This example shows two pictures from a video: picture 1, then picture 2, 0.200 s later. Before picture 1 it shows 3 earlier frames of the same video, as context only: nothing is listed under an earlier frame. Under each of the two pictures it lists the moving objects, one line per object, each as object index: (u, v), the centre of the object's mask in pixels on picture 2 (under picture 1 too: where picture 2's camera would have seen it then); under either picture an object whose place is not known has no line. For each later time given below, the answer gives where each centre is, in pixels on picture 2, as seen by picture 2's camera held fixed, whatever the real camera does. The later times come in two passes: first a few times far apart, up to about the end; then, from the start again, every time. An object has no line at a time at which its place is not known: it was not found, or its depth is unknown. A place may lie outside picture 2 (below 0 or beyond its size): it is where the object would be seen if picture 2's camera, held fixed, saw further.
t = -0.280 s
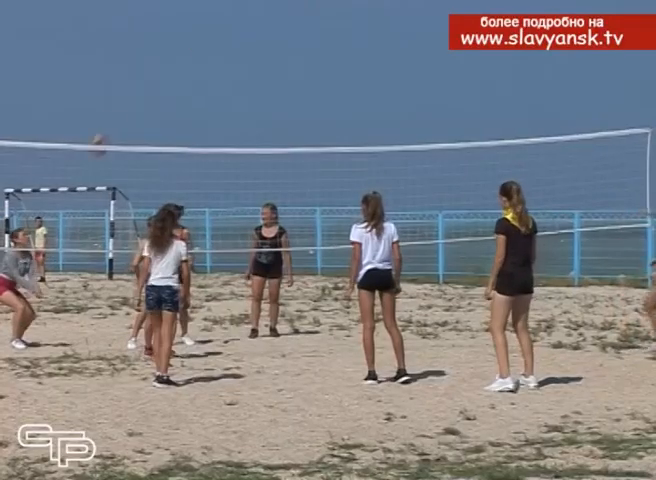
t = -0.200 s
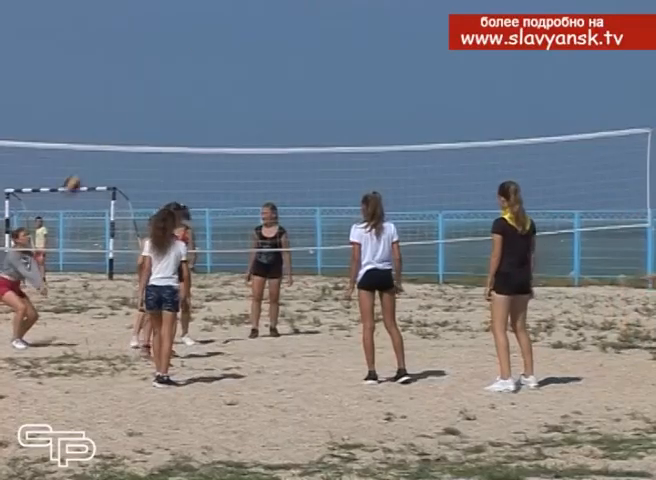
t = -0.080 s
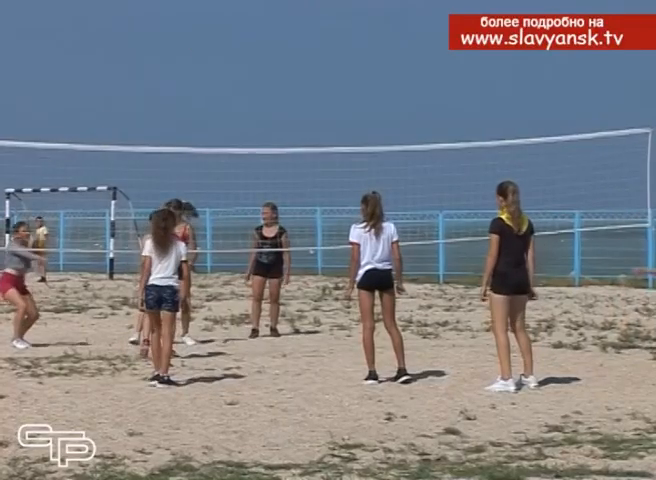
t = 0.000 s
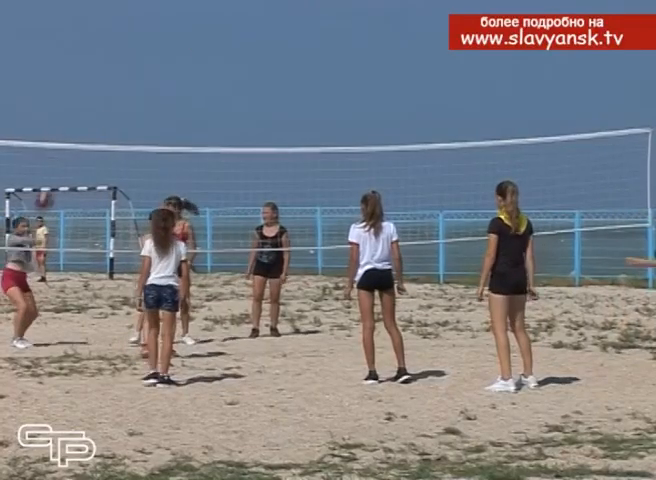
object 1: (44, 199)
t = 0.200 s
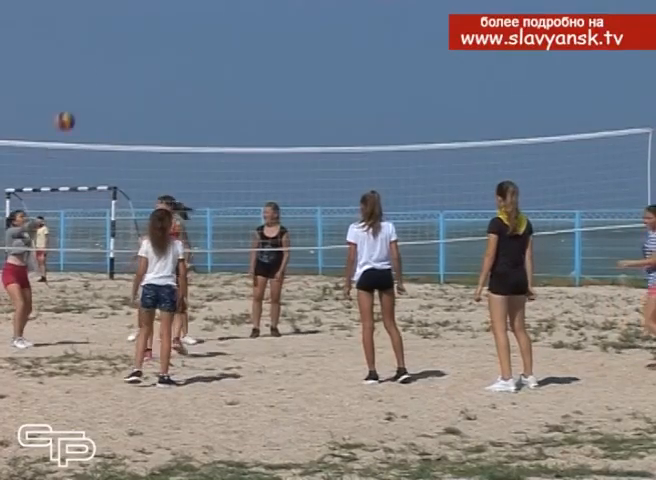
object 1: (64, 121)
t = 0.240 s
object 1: (68, 109)
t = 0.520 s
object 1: (94, 69)
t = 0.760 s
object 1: (116, 89)
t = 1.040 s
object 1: (136, 175)
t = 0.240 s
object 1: (68, 109)
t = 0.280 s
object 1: (72, 99)
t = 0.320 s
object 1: (76, 91)
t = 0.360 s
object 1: (80, 84)
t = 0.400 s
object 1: (83, 78)
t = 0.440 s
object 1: (87, 73)
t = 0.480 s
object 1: (90, 70)
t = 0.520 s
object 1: (94, 69)
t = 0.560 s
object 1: (98, 69)
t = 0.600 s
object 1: (101, 70)
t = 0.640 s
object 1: (105, 73)
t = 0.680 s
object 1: (108, 78)
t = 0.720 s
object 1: (113, 83)
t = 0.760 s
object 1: (116, 89)
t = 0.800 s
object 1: (118, 98)
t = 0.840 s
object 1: (121, 108)
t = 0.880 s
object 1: (124, 118)
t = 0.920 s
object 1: (128, 131)
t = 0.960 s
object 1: (131, 141)
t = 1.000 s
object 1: (133, 160)
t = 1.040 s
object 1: (136, 175)
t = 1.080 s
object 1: (139, 192)
